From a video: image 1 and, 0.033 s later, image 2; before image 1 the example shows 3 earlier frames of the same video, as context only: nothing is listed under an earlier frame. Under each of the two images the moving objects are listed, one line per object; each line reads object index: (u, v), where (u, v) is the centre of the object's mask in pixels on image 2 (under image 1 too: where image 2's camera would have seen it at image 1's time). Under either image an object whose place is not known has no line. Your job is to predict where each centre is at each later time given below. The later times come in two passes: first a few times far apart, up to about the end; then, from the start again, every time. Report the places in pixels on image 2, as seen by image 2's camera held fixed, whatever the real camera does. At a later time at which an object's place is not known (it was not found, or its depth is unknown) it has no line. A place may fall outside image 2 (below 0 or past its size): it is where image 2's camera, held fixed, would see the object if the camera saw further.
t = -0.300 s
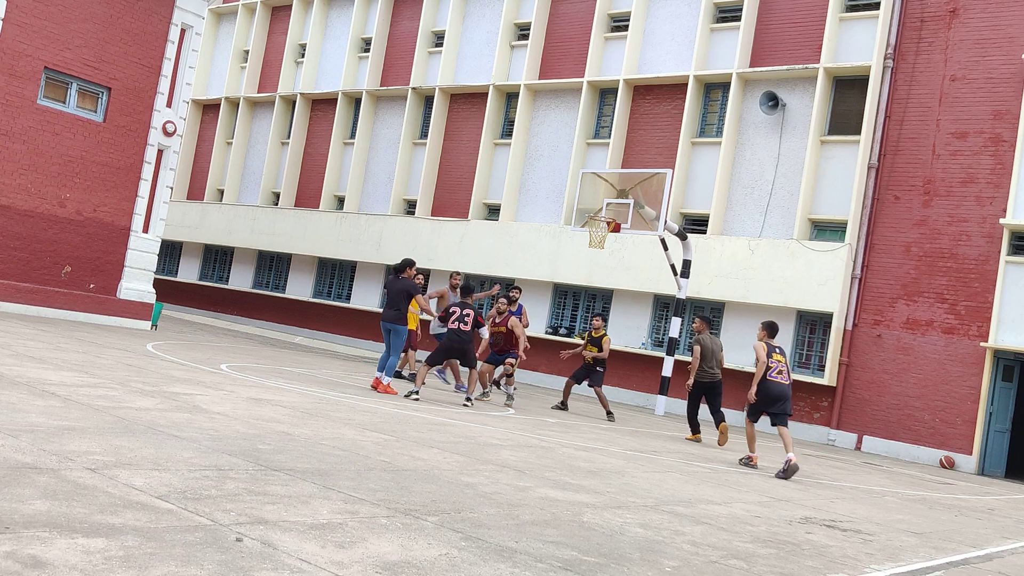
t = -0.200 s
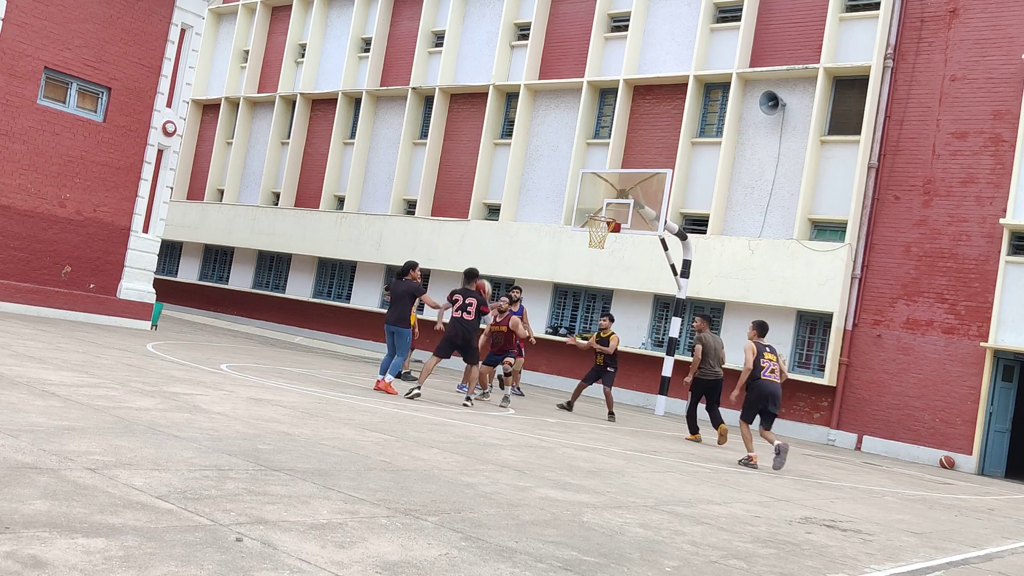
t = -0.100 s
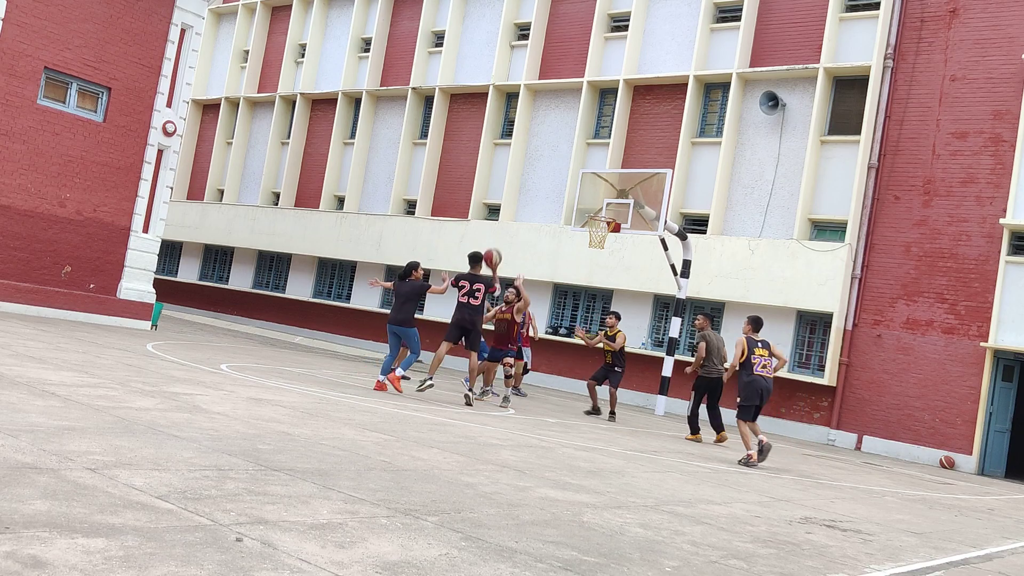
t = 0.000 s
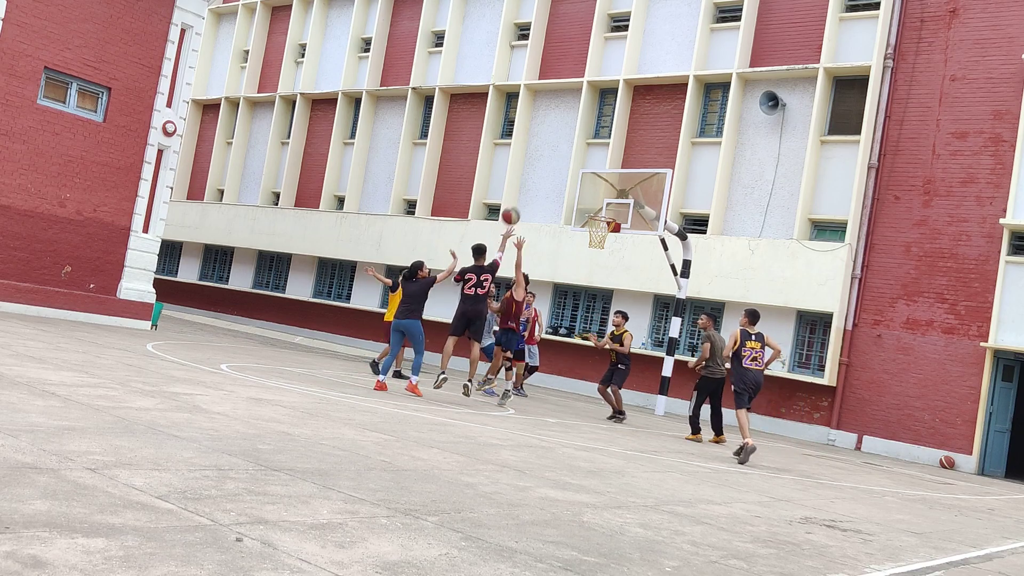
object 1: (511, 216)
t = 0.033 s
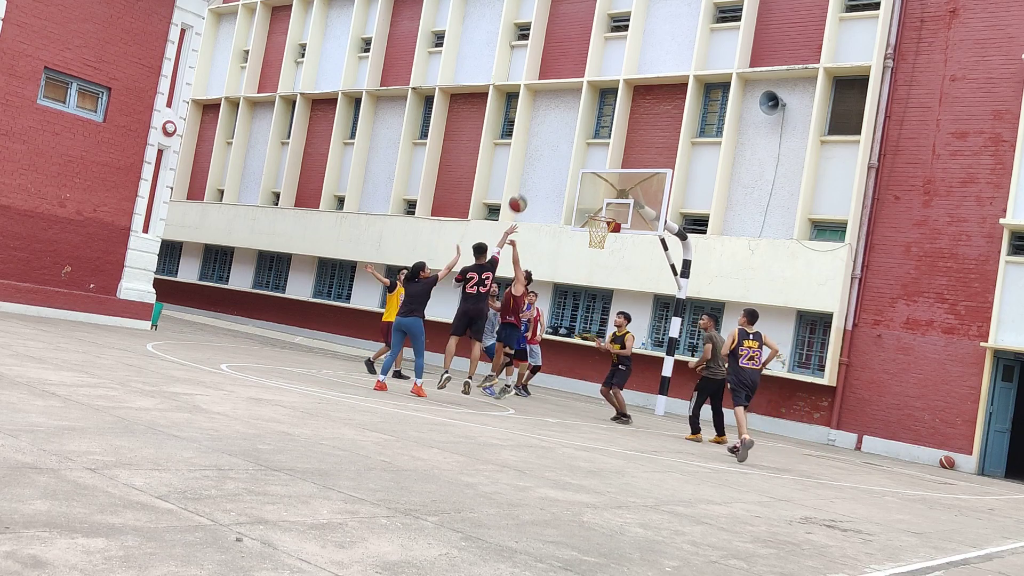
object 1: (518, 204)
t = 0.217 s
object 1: (552, 154)
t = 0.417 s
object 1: (581, 132)
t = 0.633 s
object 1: (603, 139)
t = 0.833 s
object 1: (618, 170)
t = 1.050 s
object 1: (609, 212)
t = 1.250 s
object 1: (578, 202)
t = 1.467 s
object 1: (543, 210)
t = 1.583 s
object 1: (523, 226)
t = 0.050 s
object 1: (521, 198)
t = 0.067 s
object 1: (525, 192)
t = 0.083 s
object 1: (528, 187)
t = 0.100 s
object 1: (531, 182)
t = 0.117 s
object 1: (534, 177)
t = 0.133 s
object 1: (537, 173)
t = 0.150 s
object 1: (540, 168)
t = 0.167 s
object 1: (543, 164)
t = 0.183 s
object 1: (546, 161)
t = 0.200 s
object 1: (549, 157)
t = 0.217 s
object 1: (552, 154)
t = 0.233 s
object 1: (555, 151)
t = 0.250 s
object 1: (557, 148)
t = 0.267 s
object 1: (560, 146)
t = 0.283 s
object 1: (562, 143)
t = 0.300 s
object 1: (565, 141)
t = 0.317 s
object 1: (567, 139)
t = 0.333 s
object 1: (570, 137)
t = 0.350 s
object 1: (572, 136)
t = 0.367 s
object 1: (574, 135)
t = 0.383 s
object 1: (576, 134)
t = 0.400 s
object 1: (579, 133)
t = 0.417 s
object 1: (581, 132)
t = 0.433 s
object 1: (583, 132)
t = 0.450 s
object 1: (585, 131)
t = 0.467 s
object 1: (587, 131)
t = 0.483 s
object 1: (589, 131)
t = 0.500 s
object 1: (590, 131)
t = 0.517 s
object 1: (592, 131)
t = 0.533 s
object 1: (594, 132)
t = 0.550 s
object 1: (596, 133)
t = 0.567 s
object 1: (597, 134)
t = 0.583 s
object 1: (599, 135)
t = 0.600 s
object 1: (601, 136)
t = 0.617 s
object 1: (602, 137)
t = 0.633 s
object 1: (603, 139)
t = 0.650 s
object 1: (605, 141)
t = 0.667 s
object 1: (606, 143)
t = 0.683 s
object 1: (608, 145)
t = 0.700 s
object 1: (609, 147)
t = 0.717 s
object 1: (610, 150)
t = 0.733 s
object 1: (612, 152)
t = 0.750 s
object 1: (613, 155)
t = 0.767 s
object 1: (614, 158)
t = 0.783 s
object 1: (615, 161)
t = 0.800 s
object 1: (616, 164)
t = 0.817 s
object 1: (617, 167)
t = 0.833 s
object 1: (618, 170)
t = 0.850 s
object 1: (619, 174)
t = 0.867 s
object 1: (620, 178)
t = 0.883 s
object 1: (621, 182)
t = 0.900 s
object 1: (622, 186)
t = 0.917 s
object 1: (622, 190)
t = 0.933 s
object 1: (624, 194)
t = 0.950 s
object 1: (624, 198)
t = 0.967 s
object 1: (623, 201)
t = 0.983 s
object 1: (620, 203)
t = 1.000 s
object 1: (618, 205)
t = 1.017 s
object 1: (615, 207)
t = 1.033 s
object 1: (612, 210)
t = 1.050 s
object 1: (609, 212)
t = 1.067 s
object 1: (607, 213)
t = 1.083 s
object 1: (605, 212)
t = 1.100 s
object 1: (601, 211)
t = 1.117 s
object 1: (598, 210)
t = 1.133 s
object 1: (596, 209)
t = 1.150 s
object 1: (594, 208)
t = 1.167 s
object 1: (591, 207)
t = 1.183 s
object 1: (589, 205)
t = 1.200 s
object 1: (586, 204)
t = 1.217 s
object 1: (584, 203)
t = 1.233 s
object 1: (581, 203)
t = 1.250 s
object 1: (578, 202)
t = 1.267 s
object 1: (576, 202)
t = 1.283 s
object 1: (573, 202)
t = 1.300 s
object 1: (571, 202)
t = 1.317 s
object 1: (568, 202)
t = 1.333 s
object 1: (565, 202)
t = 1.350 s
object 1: (562, 203)
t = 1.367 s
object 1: (560, 203)
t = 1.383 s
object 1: (557, 204)
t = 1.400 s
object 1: (554, 205)
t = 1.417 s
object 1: (552, 206)
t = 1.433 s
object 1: (549, 207)
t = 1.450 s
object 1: (546, 209)
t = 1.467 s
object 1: (543, 210)
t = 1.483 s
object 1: (541, 212)
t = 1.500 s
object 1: (538, 214)
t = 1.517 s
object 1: (535, 216)
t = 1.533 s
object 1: (532, 218)
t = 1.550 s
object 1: (529, 221)
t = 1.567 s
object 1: (526, 224)
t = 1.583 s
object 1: (523, 226)
